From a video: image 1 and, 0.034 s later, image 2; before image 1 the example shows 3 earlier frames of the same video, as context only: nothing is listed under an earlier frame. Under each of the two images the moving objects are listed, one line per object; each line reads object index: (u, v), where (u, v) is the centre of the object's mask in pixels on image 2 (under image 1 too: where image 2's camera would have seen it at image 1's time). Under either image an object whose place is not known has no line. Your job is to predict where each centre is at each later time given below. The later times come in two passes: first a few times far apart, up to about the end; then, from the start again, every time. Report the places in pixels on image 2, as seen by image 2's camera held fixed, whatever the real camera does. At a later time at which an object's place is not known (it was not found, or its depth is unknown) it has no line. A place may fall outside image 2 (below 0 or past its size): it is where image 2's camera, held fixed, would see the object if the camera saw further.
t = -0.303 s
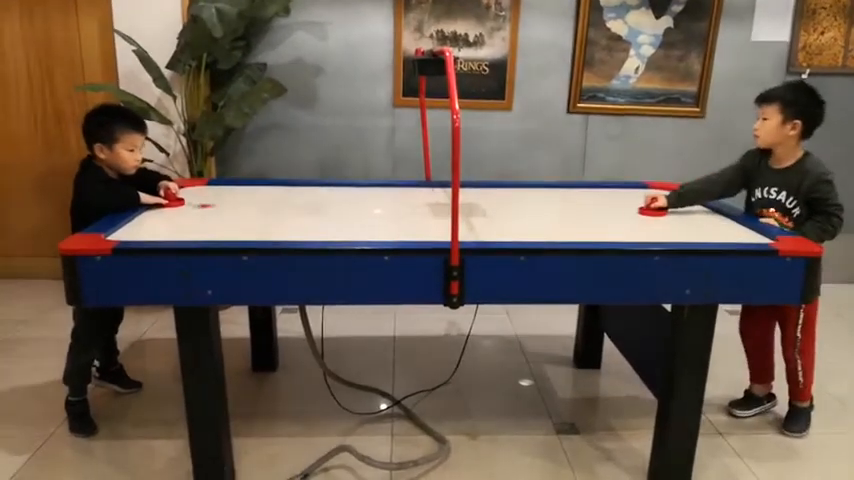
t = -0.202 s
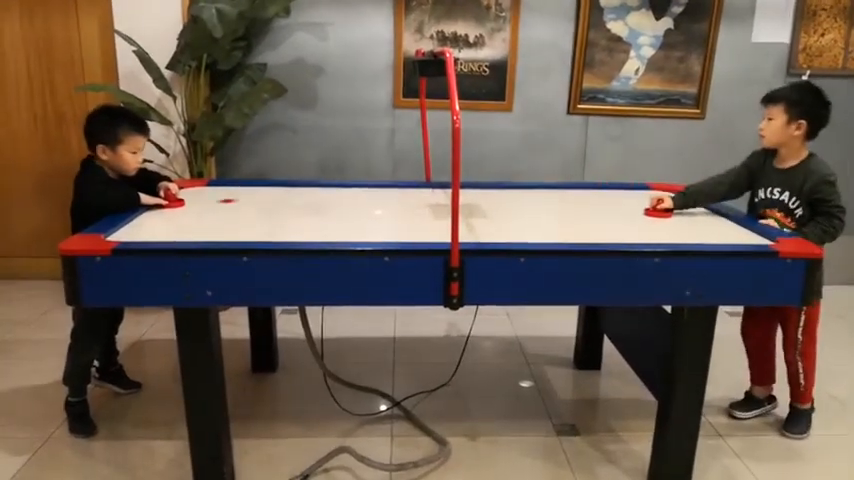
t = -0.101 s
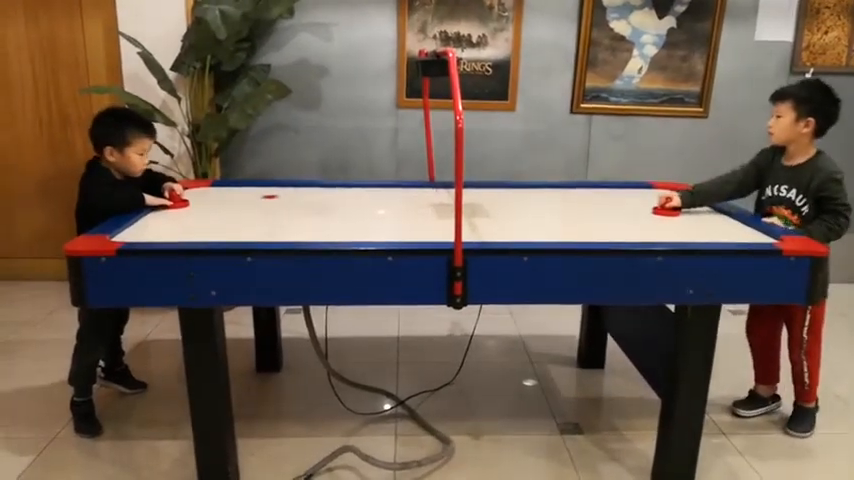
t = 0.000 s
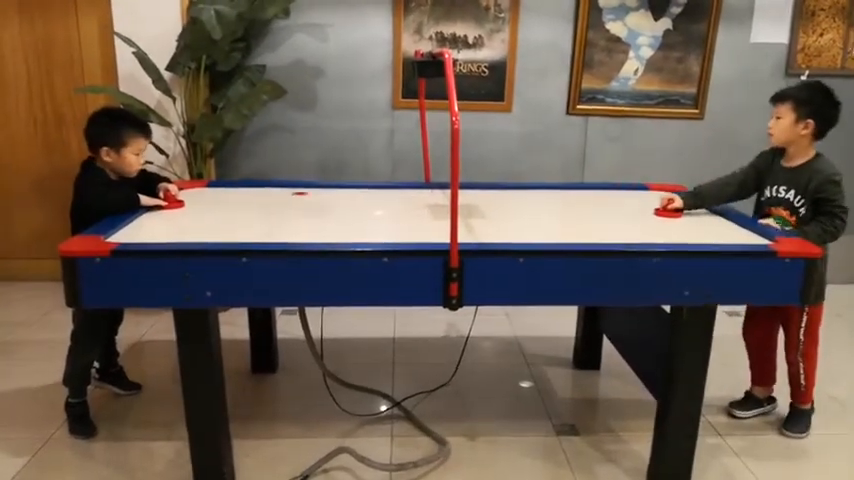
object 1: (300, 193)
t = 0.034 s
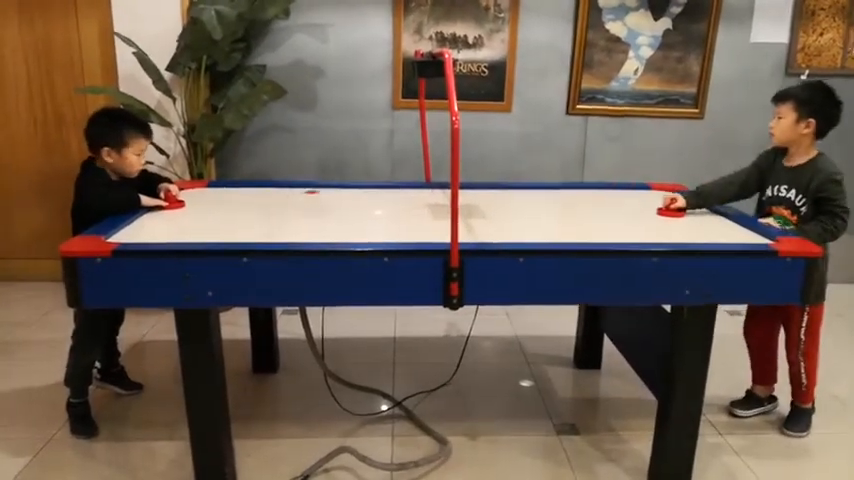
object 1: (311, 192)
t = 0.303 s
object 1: (382, 196)
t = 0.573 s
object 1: (448, 206)
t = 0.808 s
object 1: (522, 216)
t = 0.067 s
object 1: (322, 190)
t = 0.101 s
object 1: (333, 189)
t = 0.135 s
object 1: (340, 190)
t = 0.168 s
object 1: (348, 191)
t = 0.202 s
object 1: (356, 193)
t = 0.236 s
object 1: (364, 193)
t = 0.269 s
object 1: (373, 195)
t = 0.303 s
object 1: (382, 196)
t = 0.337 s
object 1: (390, 197)
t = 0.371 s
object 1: (398, 199)
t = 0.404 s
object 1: (408, 200)
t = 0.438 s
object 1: (416, 201)
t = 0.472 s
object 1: (425, 203)
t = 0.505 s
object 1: (434, 204)
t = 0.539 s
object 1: (443, 205)
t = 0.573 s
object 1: (448, 206)
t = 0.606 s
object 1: (465, 208)
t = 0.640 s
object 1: (471, 209)
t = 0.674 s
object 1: (482, 211)
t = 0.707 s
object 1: (492, 212)
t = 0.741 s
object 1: (500, 213)
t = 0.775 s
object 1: (511, 215)
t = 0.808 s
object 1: (522, 216)
